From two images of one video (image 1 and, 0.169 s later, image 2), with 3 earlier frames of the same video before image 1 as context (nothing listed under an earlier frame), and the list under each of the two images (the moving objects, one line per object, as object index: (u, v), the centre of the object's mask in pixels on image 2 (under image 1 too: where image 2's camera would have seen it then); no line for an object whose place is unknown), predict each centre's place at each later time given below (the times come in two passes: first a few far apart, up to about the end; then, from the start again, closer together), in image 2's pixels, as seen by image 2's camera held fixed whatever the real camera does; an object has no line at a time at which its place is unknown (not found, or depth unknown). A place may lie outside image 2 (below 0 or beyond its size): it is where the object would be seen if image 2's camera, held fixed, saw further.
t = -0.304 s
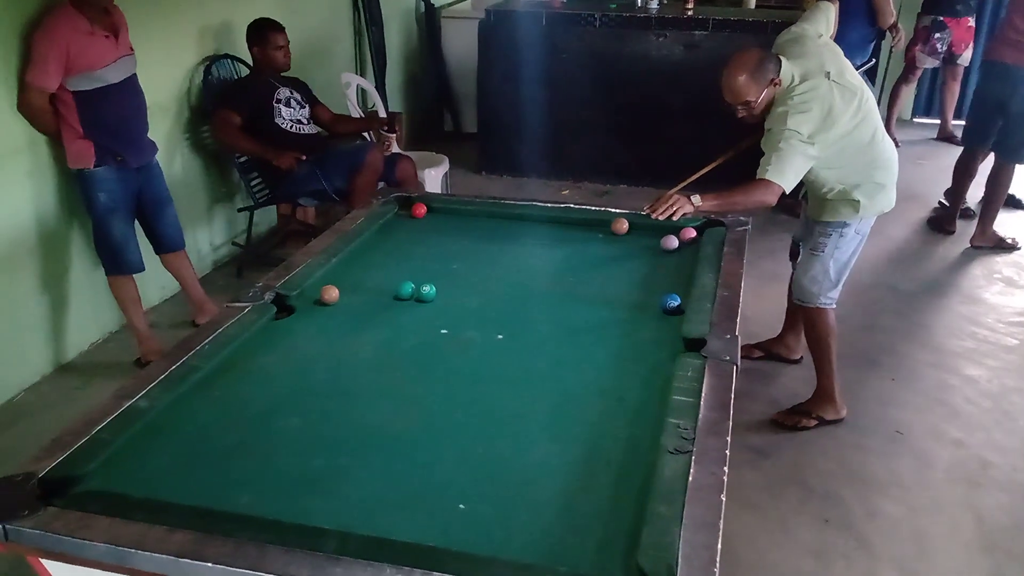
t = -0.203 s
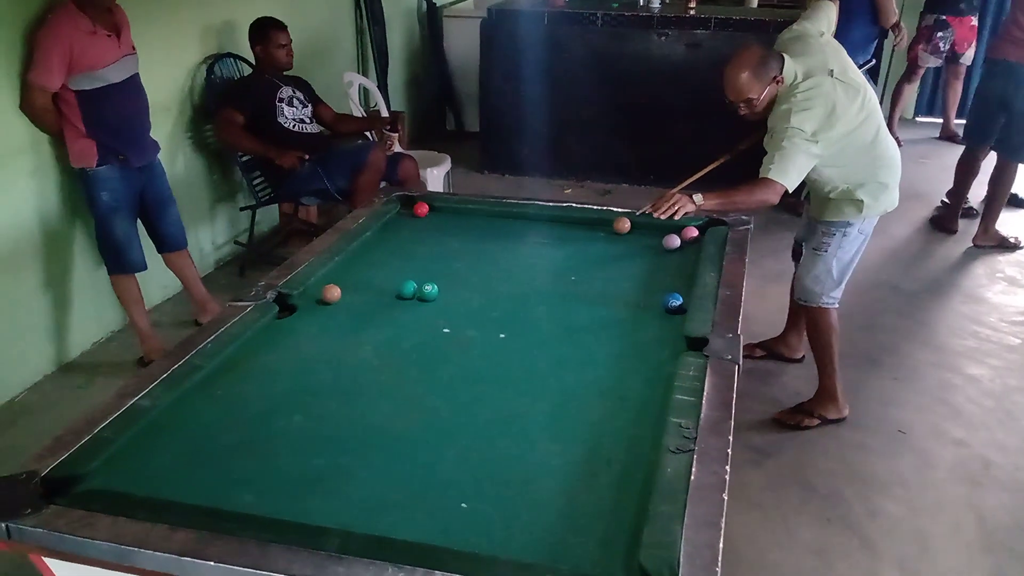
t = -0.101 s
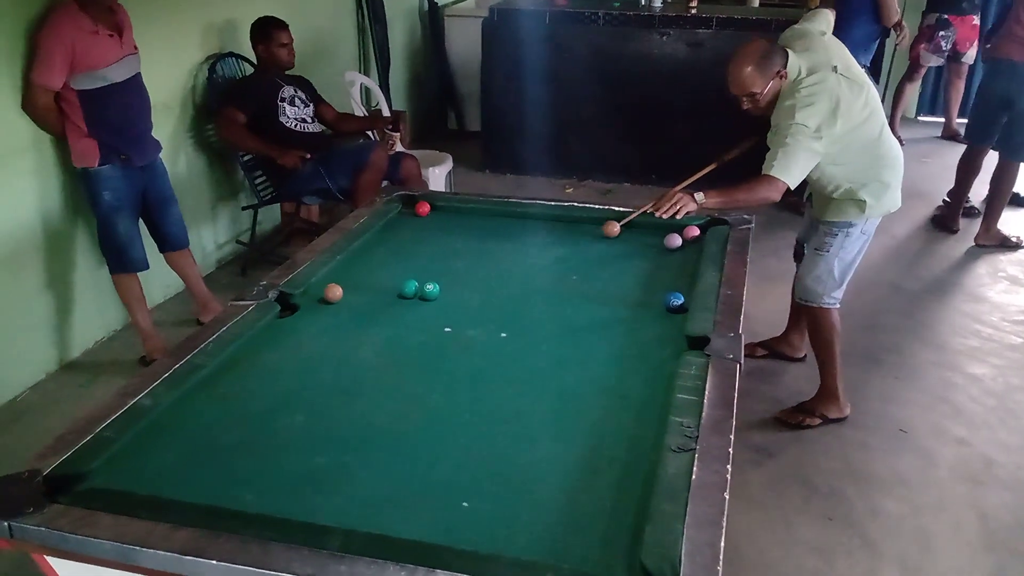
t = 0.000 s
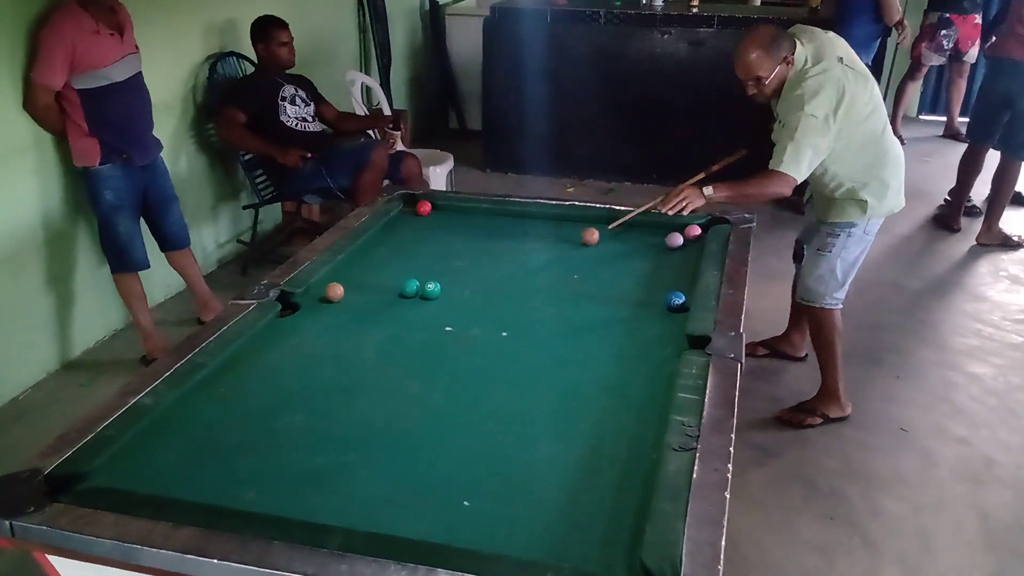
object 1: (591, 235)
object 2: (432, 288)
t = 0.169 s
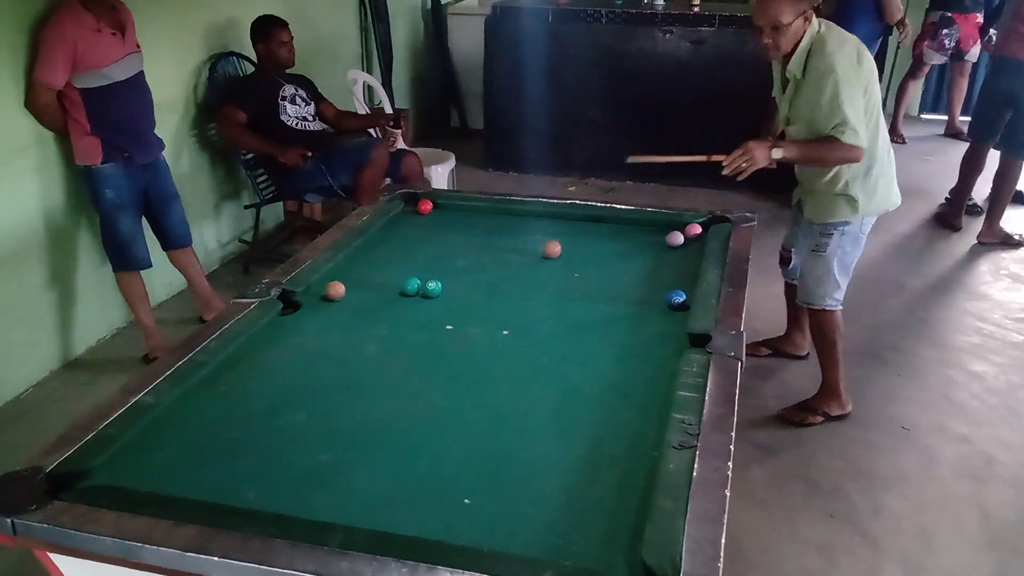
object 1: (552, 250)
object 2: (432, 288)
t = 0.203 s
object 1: (544, 252)
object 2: (432, 288)
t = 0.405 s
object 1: (493, 270)
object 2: (432, 288)
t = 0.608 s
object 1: (451, 287)
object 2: (428, 291)
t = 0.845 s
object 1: (437, 303)
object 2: (416, 301)
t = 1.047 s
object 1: (426, 315)
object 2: (407, 310)
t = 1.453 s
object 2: (392, 326)
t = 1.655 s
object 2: (385, 333)
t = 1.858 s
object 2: (380, 340)
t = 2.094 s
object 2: (373, 347)
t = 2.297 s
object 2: (370, 351)
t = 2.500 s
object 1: (355, 399)
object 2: (366, 355)
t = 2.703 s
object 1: (349, 408)
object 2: (363, 357)
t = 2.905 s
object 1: (342, 416)
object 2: (362, 358)
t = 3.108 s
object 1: (337, 421)
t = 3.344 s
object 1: (332, 427)
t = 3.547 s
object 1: (330, 429)
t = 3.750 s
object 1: (330, 430)
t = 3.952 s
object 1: (331, 430)
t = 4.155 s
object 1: (331, 430)
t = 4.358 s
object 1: (332, 429)
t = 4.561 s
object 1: (333, 429)
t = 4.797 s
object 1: (332, 428)
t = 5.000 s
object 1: (332, 429)
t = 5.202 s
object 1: (333, 428)
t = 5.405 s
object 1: (332, 428)
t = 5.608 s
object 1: (332, 428)
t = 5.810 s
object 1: (332, 428)
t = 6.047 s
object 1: (332, 428)
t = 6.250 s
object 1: (333, 428)
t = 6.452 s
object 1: (333, 428)
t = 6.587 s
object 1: (332, 429)
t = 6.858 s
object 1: (332, 429)
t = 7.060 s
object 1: (333, 429)
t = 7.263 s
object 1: (333, 429)
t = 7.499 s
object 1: (332, 429)
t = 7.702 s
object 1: (333, 429)
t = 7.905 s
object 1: (333, 429)
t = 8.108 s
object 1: (333, 428)
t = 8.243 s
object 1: (333, 428)
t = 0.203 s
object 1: (544, 252)
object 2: (432, 288)
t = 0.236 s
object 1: (536, 255)
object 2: (432, 288)
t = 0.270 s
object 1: (527, 258)
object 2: (432, 288)
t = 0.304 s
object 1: (519, 261)
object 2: (432, 288)
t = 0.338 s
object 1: (511, 264)
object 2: (432, 288)
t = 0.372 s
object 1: (502, 267)
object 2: (432, 288)
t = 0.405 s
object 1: (493, 270)
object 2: (432, 288)
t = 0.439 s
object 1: (485, 274)
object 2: (432, 288)
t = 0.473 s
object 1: (476, 276)
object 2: (432, 288)
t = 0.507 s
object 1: (469, 279)
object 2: (432, 288)
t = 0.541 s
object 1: (459, 282)
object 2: (432, 288)
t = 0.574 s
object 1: (452, 285)
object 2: (431, 289)
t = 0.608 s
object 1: (451, 287)
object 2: (428, 291)
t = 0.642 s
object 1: (449, 290)
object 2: (426, 292)
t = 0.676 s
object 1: (447, 292)
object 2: (425, 294)
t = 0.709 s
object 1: (445, 294)
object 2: (423, 295)
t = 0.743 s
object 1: (443, 296)
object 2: (422, 297)
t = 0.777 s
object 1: (441, 298)
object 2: (420, 298)
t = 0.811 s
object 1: (440, 300)
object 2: (418, 300)
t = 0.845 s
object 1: (437, 303)
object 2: (416, 301)
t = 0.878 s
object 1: (435, 305)
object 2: (415, 302)
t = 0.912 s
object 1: (434, 307)
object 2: (413, 304)
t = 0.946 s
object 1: (432, 309)
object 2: (412, 305)
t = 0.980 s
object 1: (430, 311)
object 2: (410, 307)
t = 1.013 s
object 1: (428, 313)
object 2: (409, 308)
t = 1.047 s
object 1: (426, 315)
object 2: (407, 310)
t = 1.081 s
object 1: (424, 318)
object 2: (406, 311)
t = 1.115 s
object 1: (422, 320)
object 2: (405, 313)
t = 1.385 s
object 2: (394, 324)
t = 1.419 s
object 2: (393, 325)
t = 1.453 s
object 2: (392, 326)
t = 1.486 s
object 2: (390, 327)
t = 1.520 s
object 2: (389, 328)
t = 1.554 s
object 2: (387, 329)
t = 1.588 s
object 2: (387, 331)
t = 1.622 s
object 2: (385, 332)
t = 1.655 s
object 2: (385, 333)
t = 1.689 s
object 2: (384, 335)
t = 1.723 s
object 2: (383, 336)
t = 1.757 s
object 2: (382, 337)
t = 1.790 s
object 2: (382, 338)
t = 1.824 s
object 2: (380, 339)
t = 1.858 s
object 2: (380, 340)
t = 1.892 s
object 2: (379, 341)
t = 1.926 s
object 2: (378, 342)
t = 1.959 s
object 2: (377, 343)
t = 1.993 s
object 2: (376, 344)
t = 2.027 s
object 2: (375, 345)
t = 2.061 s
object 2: (374, 345)
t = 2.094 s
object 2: (373, 347)
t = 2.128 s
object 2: (373, 348)
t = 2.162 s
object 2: (372, 348)
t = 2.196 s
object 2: (371, 349)
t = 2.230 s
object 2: (371, 349)
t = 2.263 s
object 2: (370, 350)
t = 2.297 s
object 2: (370, 351)
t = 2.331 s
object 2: (369, 352)
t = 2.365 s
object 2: (368, 352)
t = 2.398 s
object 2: (368, 353)
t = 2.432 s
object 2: (367, 353)
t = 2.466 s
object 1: (357, 398)
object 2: (367, 354)
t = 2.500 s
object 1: (355, 399)
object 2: (366, 355)
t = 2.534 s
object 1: (354, 401)
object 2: (366, 355)
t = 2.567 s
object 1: (353, 402)
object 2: (365, 355)
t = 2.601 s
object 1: (352, 404)
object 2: (365, 356)
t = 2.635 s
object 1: (351, 405)
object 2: (364, 356)
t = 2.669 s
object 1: (350, 407)
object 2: (364, 357)
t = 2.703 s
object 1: (349, 408)
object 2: (363, 357)
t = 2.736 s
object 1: (347, 409)
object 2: (363, 357)
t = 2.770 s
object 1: (346, 411)
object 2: (363, 357)
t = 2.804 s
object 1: (345, 412)
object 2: (362, 358)
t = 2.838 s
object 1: (344, 413)
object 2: (362, 358)
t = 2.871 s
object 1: (343, 415)
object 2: (362, 358)
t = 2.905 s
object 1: (342, 416)
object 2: (362, 358)
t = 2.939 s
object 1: (341, 417)
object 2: (361, 358)
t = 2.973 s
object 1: (340, 417)
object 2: (362, 358)
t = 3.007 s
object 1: (339, 419)
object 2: (362, 358)
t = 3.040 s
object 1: (338, 420)
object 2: (362, 359)
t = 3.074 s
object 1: (338, 420)
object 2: (362, 358)
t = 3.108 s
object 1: (337, 421)
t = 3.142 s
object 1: (336, 422)
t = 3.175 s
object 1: (336, 423)
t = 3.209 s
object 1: (334, 424)
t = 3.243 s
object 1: (334, 424)
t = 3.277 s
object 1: (334, 425)
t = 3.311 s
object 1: (333, 426)
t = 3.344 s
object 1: (332, 427)
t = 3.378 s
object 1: (332, 427)
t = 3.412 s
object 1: (331, 428)
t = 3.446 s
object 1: (331, 429)
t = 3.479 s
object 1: (331, 429)
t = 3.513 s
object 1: (330, 429)
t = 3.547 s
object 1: (330, 429)
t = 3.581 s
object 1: (330, 429)
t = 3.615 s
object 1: (330, 430)
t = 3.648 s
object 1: (330, 430)
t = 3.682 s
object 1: (331, 430)
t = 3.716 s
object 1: (330, 430)
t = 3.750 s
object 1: (330, 430)
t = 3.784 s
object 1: (331, 430)
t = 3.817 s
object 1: (331, 430)
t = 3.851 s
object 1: (331, 430)
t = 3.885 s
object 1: (331, 430)
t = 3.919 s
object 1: (331, 430)
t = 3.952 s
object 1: (331, 430)
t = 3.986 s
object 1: (331, 430)
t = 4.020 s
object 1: (331, 430)
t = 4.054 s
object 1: (331, 430)
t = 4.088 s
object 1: (331, 430)
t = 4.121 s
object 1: (331, 430)
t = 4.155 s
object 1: (331, 430)
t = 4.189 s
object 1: (332, 430)
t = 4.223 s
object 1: (332, 430)
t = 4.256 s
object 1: (332, 429)
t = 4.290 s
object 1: (332, 429)
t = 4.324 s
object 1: (332, 429)
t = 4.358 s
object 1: (332, 429)
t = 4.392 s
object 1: (332, 429)
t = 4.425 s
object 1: (332, 429)
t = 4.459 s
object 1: (333, 429)
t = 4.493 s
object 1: (332, 429)
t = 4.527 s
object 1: (333, 429)
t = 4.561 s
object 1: (333, 429)
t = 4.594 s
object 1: (332, 429)
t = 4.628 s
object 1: (333, 429)
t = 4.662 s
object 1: (332, 429)
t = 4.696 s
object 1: (332, 428)
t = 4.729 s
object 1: (332, 428)
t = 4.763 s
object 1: (332, 428)
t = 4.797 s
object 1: (332, 428)
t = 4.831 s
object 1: (332, 428)
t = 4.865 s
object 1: (333, 428)
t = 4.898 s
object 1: (332, 428)
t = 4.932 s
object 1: (333, 428)
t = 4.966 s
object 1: (332, 428)
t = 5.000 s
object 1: (332, 429)
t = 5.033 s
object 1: (333, 428)
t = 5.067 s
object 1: (333, 429)
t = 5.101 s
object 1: (332, 428)
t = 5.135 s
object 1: (333, 429)
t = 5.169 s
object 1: (332, 428)
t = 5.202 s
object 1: (333, 428)
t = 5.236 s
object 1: (332, 429)
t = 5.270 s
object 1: (332, 429)
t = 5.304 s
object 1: (332, 429)
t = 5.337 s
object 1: (332, 429)
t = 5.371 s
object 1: (332, 429)
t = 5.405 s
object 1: (332, 428)
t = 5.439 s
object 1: (332, 429)
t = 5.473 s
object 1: (332, 428)
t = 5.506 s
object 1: (332, 428)
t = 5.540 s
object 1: (332, 428)
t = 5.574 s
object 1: (332, 429)
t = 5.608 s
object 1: (332, 428)
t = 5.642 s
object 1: (332, 428)
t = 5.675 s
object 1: (332, 428)
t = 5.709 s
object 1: (332, 428)
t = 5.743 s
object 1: (332, 428)
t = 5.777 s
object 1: (332, 428)
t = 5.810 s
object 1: (332, 428)
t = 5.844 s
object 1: (332, 428)
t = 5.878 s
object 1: (332, 428)
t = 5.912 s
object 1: (332, 428)
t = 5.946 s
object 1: (332, 428)
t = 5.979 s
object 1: (333, 428)
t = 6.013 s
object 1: (332, 428)
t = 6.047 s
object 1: (332, 428)
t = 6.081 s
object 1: (332, 428)
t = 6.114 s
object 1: (332, 428)
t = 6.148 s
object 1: (332, 428)
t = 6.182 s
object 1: (332, 428)
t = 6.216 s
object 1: (332, 429)
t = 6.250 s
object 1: (333, 428)
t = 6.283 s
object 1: (332, 428)
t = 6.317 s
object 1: (333, 428)
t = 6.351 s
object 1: (332, 429)
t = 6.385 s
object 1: (332, 428)
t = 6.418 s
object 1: (332, 428)
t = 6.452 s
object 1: (333, 428)
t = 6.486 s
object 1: (333, 428)
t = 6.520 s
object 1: (333, 429)
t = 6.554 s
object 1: (332, 429)
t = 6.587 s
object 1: (332, 429)
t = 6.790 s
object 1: (332, 429)
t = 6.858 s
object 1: (332, 429)
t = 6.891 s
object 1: (333, 428)
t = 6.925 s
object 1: (332, 428)
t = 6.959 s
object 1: (333, 429)
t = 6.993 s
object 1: (333, 428)
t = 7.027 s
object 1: (332, 429)
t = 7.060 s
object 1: (333, 429)
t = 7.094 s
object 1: (333, 429)
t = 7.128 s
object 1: (332, 429)
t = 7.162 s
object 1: (332, 429)
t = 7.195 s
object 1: (333, 429)
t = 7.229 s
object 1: (333, 429)
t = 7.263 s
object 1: (333, 429)
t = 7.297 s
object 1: (332, 429)
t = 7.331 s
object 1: (332, 429)
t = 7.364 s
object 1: (332, 429)
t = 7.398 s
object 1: (332, 429)
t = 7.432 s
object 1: (332, 429)
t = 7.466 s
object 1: (332, 429)
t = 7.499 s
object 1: (332, 429)
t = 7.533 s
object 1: (332, 429)
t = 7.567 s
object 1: (332, 429)
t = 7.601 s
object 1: (332, 429)
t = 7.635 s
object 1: (332, 429)
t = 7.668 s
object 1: (332, 429)
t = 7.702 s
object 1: (333, 429)
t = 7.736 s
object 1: (332, 429)
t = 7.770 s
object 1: (332, 429)
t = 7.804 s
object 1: (332, 429)
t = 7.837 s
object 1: (333, 429)
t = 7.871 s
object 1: (333, 429)
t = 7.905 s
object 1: (333, 429)
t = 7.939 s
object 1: (333, 429)
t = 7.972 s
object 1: (333, 428)
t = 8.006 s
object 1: (333, 429)
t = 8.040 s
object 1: (333, 429)
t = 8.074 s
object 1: (333, 429)
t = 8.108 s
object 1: (333, 428)
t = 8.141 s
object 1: (333, 429)
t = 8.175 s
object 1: (333, 429)
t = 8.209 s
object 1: (333, 428)
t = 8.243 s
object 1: (333, 428)
